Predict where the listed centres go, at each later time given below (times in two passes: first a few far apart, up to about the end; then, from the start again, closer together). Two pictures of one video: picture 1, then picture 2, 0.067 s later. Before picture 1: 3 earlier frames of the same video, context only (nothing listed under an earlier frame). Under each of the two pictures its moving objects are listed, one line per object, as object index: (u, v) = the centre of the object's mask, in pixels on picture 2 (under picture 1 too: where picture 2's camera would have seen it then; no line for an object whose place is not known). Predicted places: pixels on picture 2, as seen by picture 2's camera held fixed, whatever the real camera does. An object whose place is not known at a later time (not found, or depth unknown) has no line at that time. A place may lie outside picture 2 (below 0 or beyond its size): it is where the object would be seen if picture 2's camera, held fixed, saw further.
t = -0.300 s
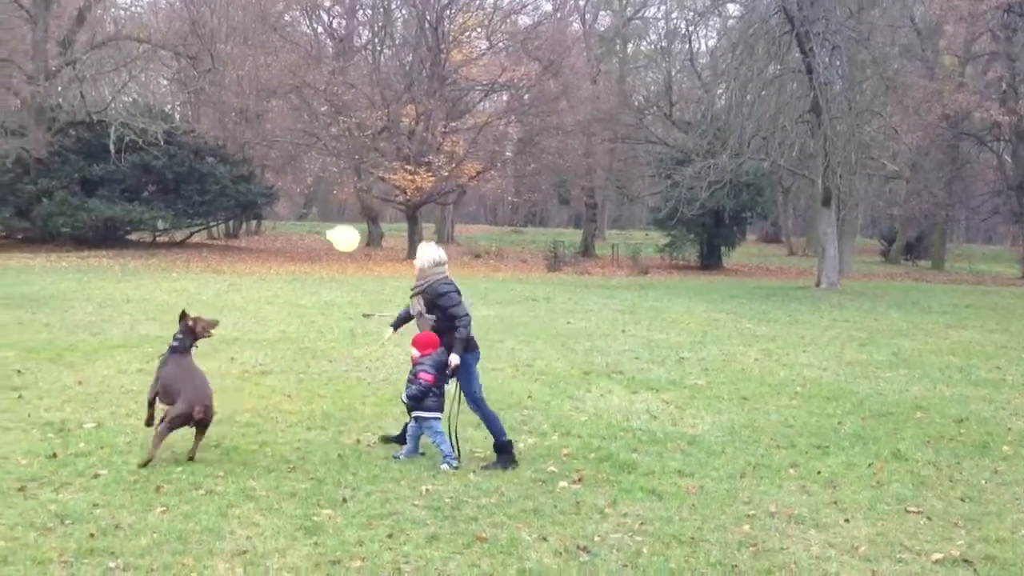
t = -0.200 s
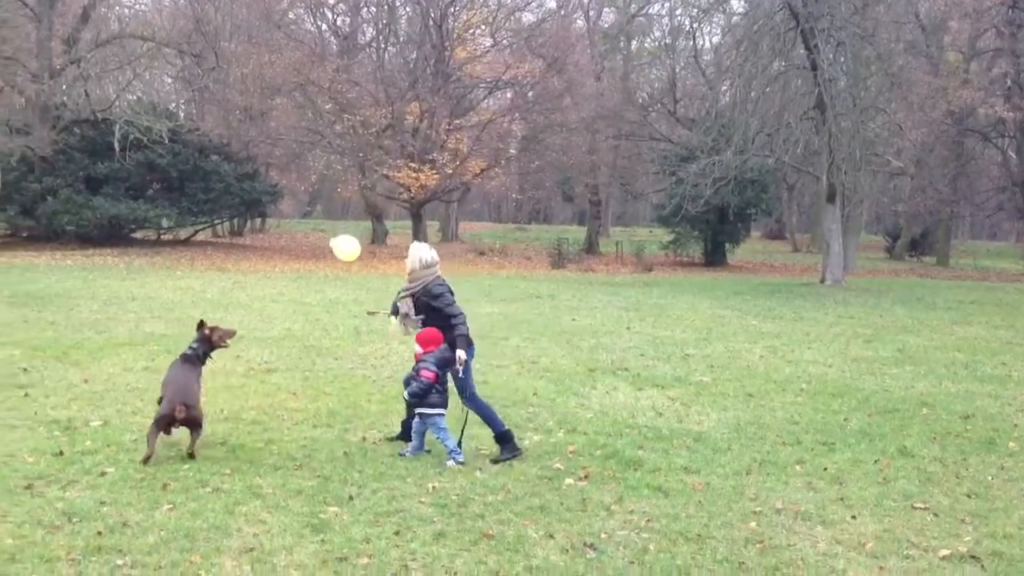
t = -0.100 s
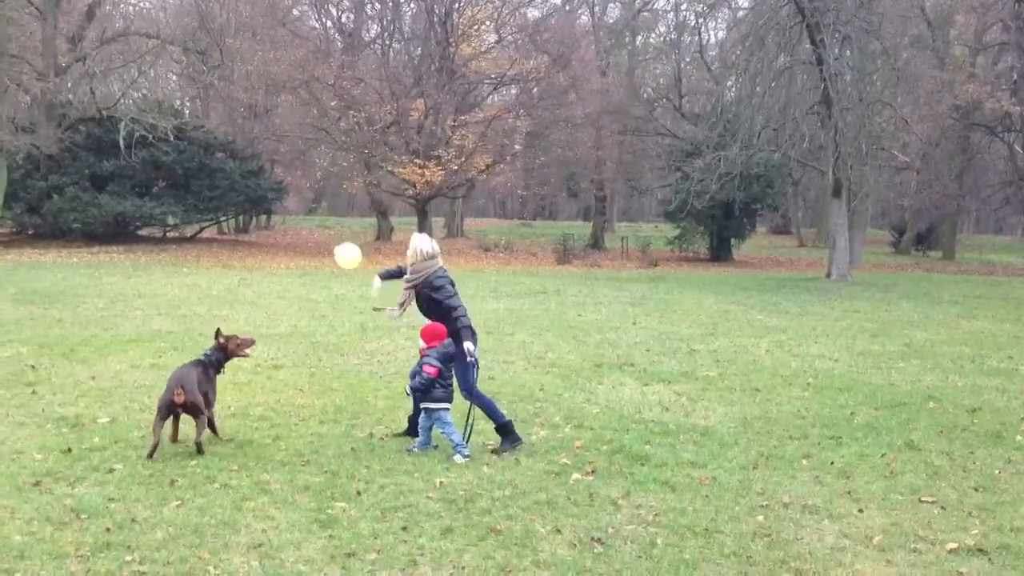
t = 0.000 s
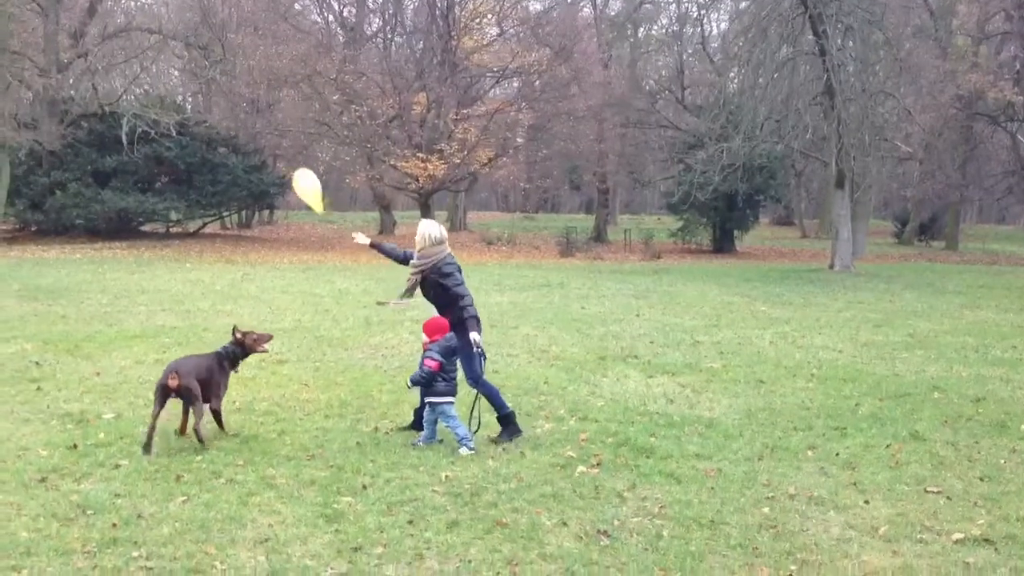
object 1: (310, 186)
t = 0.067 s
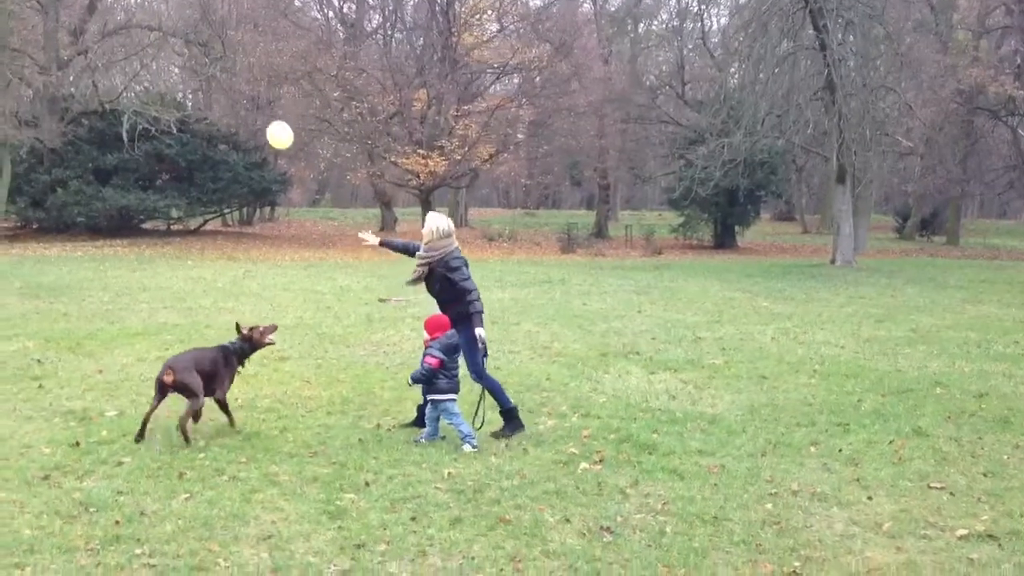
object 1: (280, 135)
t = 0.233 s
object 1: (265, 96)
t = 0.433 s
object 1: (247, 87)
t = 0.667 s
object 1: (222, 71)
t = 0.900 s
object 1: (211, 56)
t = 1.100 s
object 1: (201, 52)
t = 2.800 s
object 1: (234, 225)
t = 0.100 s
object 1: (272, 122)
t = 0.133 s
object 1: (269, 112)
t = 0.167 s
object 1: (267, 105)
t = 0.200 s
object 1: (266, 100)
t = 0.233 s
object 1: (265, 96)
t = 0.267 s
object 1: (264, 93)
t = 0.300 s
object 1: (262, 92)
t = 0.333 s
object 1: (258, 90)
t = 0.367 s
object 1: (254, 89)
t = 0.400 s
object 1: (250, 88)
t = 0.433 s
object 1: (247, 87)
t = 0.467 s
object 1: (244, 85)
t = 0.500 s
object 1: (239, 83)
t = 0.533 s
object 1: (235, 81)
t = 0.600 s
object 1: (229, 76)
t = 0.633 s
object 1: (226, 73)
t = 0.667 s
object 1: (222, 71)
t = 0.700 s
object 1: (218, 68)
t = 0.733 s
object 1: (215, 66)
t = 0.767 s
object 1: (213, 63)
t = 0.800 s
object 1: (213, 60)
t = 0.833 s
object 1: (213, 58)
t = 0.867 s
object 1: (213, 57)
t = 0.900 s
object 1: (211, 56)
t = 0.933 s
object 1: (208, 55)
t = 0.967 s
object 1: (206, 54)
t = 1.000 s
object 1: (205, 53)
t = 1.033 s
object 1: (204, 52)
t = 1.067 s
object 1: (203, 52)
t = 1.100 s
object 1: (201, 52)
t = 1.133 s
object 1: (198, 52)
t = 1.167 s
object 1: (196, 53)
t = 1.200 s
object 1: (195, 54)
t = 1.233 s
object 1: (194, 55)
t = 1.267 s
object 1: (193, 56)
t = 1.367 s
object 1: (193, 63)
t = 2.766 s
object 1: (232, 222)
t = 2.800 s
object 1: (234, 225)
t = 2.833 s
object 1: (235, 228)
